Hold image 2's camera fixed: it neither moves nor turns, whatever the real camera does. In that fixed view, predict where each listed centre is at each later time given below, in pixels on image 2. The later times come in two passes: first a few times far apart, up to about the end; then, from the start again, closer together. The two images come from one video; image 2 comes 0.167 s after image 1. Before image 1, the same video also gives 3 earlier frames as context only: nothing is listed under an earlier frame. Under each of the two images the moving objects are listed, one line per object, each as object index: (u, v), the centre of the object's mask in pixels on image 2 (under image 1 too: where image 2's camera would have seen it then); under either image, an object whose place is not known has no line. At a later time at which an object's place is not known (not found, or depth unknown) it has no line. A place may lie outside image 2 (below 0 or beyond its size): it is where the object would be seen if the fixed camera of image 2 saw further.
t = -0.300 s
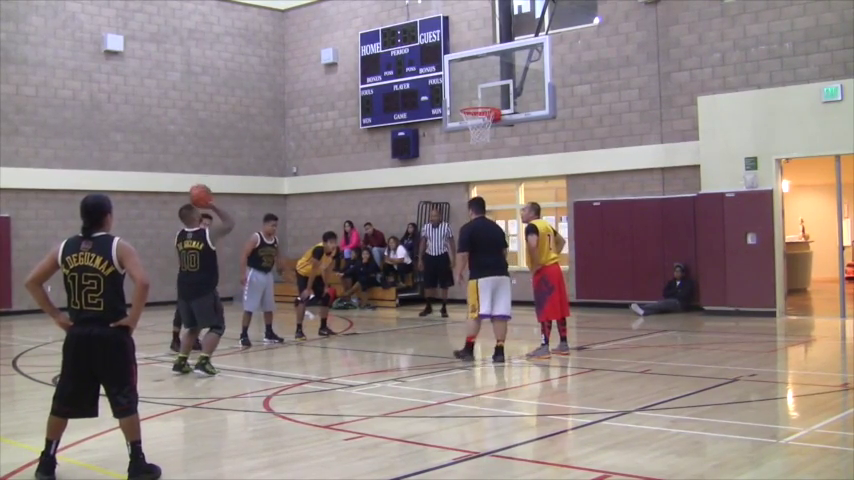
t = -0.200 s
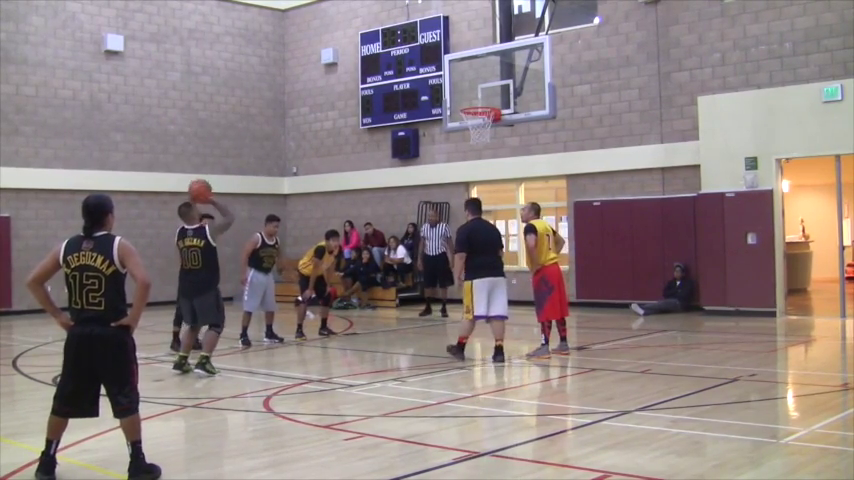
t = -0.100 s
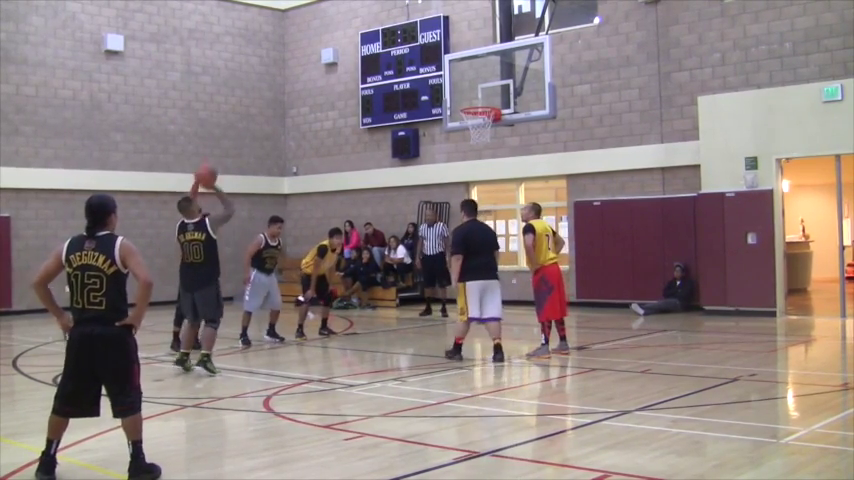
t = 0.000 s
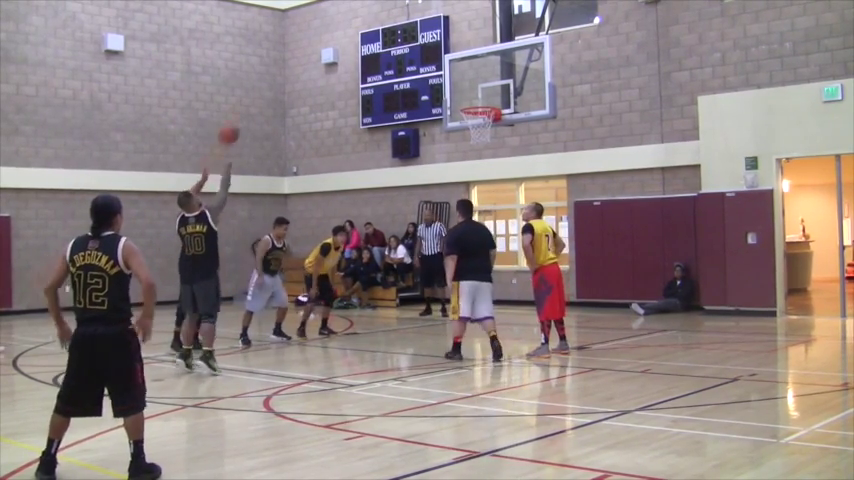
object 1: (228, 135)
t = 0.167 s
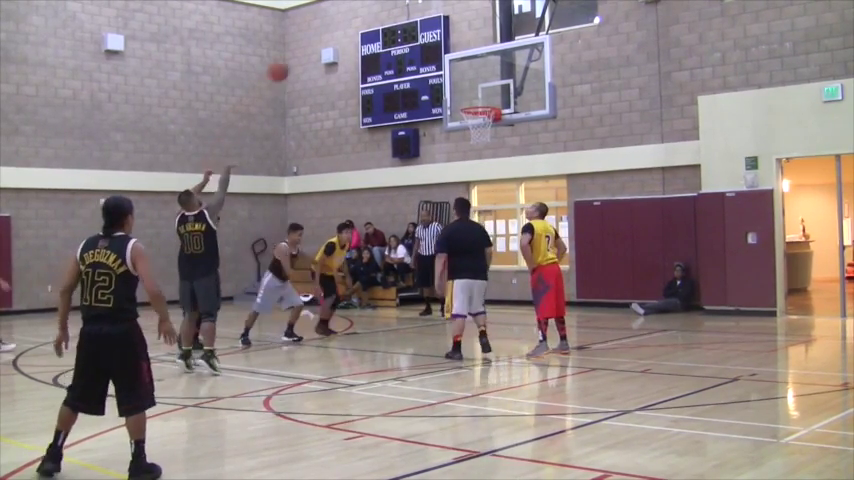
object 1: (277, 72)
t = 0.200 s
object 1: (287, 62)
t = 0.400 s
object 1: (341, 30)
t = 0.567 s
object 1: (381, 29)
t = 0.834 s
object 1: (441, 71)
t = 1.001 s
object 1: (461, 91)
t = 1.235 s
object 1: (449, 71)
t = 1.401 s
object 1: (440, 80)
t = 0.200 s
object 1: (287, 62)
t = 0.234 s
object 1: (296, 54)
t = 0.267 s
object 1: (305, 47)
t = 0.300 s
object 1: (315, 42)
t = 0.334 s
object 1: (324, 37)
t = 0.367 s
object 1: (332, 33)
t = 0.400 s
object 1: (341, 30)
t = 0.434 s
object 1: (349, 28)
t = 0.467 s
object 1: (357, 27)
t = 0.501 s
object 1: (365, 26)
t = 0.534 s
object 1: (374, 27)
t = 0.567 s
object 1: (381, 29)
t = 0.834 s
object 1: (441, 71)
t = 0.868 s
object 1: (449, 80)
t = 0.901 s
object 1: (455, 89)
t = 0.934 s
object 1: (462, 99)
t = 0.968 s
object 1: (462, 97)
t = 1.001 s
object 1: (461, 91)
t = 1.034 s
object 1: (459, 87)
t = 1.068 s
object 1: (457, 82)
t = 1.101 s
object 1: (455, 78)
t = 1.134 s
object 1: (453, 75)
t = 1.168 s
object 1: (452, 73)
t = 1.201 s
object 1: (450, 72)
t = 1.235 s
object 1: (449, 71)
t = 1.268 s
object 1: (447, 71)
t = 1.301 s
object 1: (446, 72)
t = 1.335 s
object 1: (444, 74)
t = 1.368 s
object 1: (442, 77)
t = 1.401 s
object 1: (440, 80)
